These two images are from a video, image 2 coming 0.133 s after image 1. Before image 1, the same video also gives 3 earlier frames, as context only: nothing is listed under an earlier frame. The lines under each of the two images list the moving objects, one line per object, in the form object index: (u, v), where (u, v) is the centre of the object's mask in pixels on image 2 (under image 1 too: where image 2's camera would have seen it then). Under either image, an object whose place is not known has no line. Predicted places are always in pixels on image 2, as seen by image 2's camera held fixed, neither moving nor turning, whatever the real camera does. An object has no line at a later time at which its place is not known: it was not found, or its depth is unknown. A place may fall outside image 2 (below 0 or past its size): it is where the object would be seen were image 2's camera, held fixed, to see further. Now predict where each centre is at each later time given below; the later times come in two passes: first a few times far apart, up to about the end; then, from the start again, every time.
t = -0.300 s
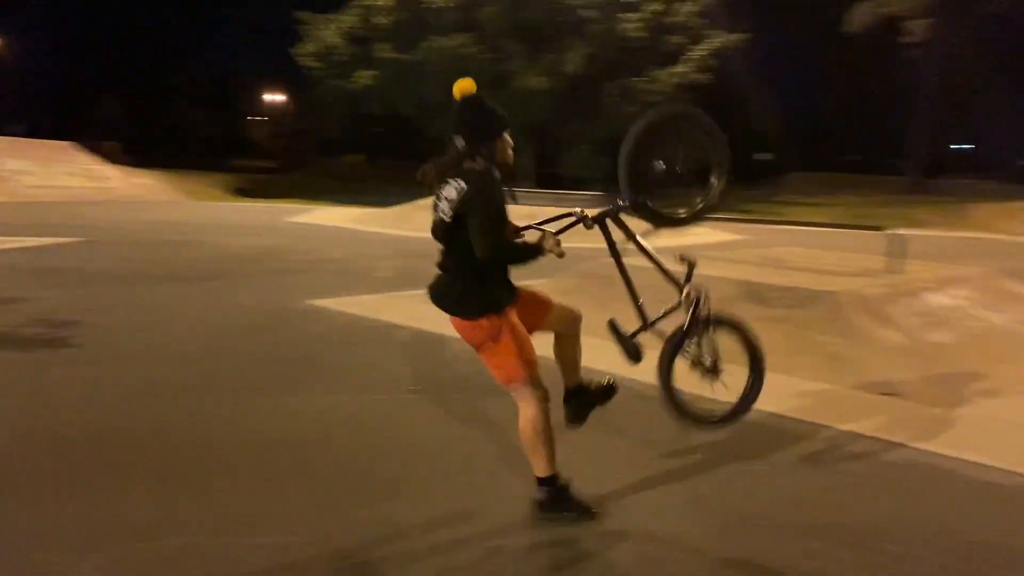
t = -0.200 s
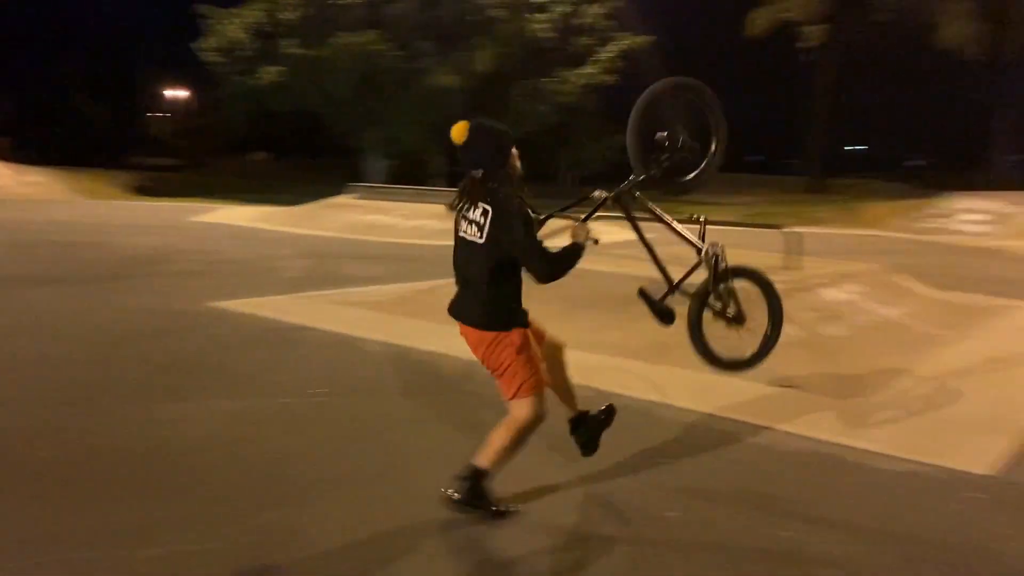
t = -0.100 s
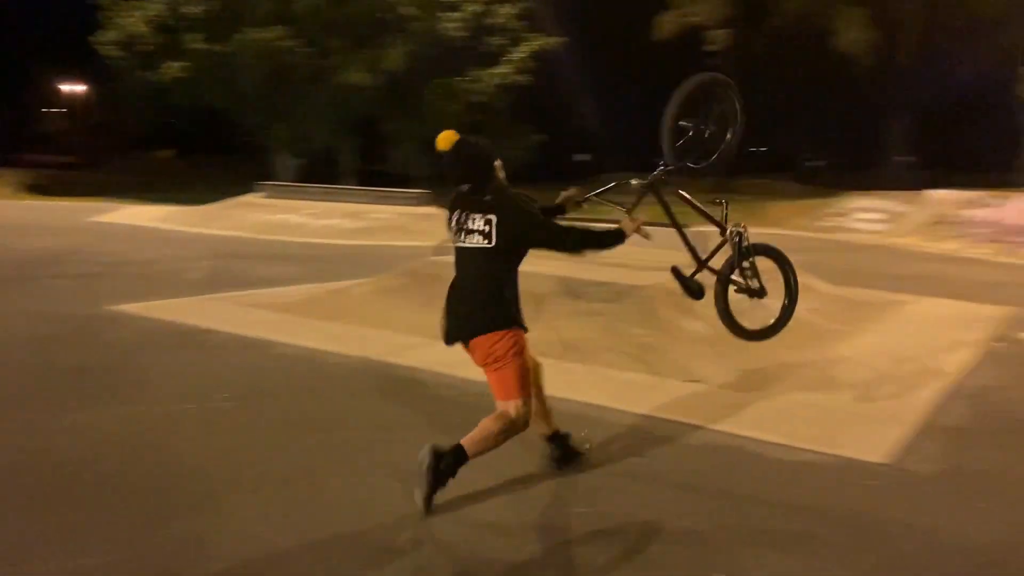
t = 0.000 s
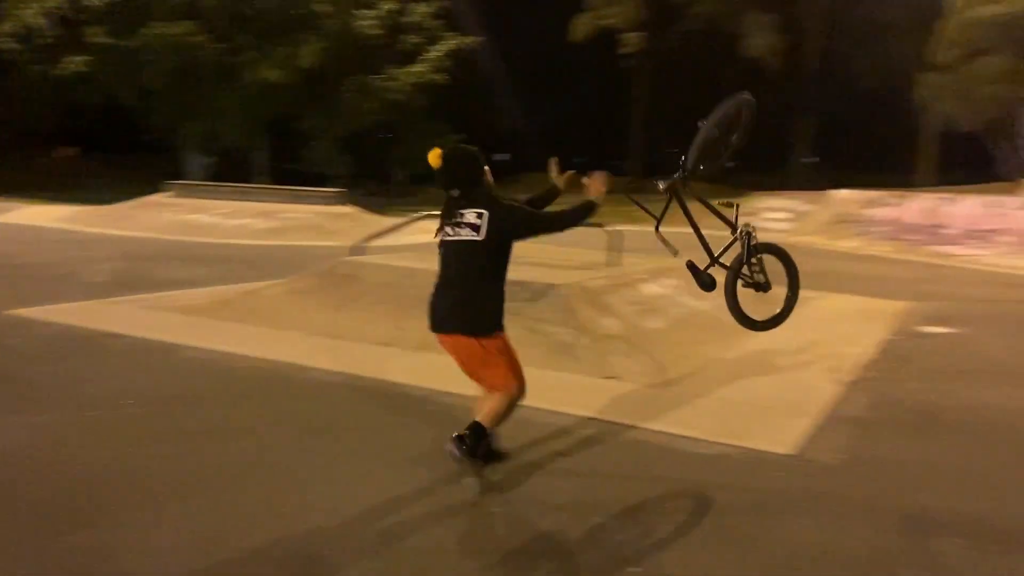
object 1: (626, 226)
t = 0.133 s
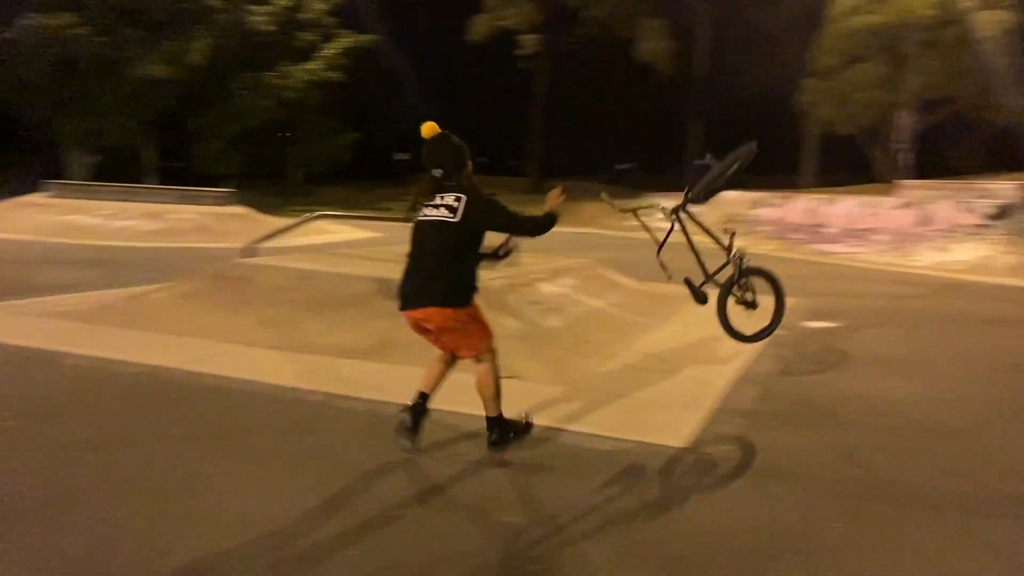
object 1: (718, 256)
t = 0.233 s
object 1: (786, 291)
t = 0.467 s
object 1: (893, 301)
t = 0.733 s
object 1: (981, 277)
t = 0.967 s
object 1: (1079, 234)
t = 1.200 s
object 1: (1152, 265)
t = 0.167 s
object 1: (742, 266)
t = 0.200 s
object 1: (762, 274)
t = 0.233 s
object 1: (786, 291)
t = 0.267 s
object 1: (796, 297)
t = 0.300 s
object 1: (813, 309)
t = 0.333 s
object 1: (836, 317)
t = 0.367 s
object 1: (850, 313)
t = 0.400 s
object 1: (867, 305)
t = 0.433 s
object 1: (881, 301)
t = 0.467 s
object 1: (893, 301)
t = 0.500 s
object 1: (906, 304)
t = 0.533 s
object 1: (915, 305)
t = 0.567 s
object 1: (923, 307)
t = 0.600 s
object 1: (941, 297)
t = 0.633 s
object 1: (962, 284)
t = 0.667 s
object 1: (972, 275)
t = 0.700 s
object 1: (978, 273)
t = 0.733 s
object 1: (981, 277)
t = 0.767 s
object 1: (993, 270)
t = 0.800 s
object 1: (1005, 265)
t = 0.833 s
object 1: (1024, 254)
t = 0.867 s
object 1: (1043, 246)
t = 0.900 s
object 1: (1053, 242)
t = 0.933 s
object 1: (1066, 238)
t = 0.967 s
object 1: (1079, 234)
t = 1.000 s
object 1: (1091, 233)
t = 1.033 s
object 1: (1101, 240)
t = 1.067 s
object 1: (1118, 243)
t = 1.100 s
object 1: (1128, 241)
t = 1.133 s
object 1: (1141, 243)
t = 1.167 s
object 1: (1146, 255)
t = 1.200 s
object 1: (1152, 265)
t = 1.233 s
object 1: (1160, 276)
